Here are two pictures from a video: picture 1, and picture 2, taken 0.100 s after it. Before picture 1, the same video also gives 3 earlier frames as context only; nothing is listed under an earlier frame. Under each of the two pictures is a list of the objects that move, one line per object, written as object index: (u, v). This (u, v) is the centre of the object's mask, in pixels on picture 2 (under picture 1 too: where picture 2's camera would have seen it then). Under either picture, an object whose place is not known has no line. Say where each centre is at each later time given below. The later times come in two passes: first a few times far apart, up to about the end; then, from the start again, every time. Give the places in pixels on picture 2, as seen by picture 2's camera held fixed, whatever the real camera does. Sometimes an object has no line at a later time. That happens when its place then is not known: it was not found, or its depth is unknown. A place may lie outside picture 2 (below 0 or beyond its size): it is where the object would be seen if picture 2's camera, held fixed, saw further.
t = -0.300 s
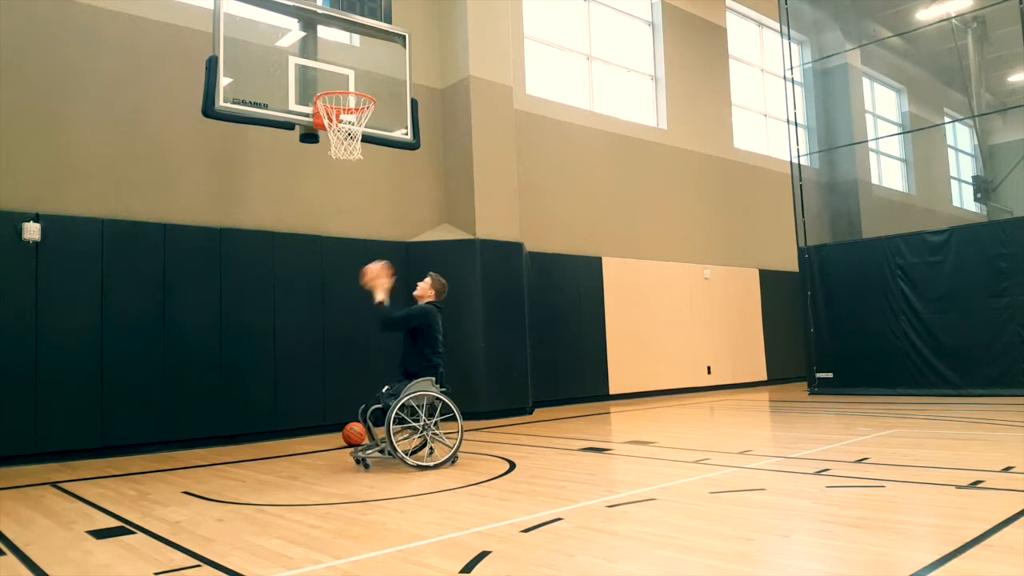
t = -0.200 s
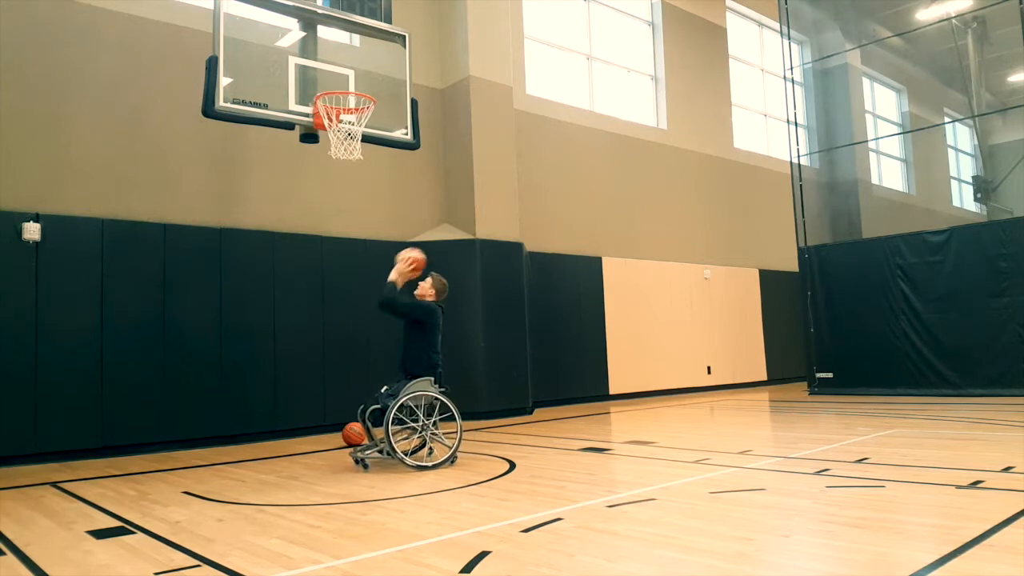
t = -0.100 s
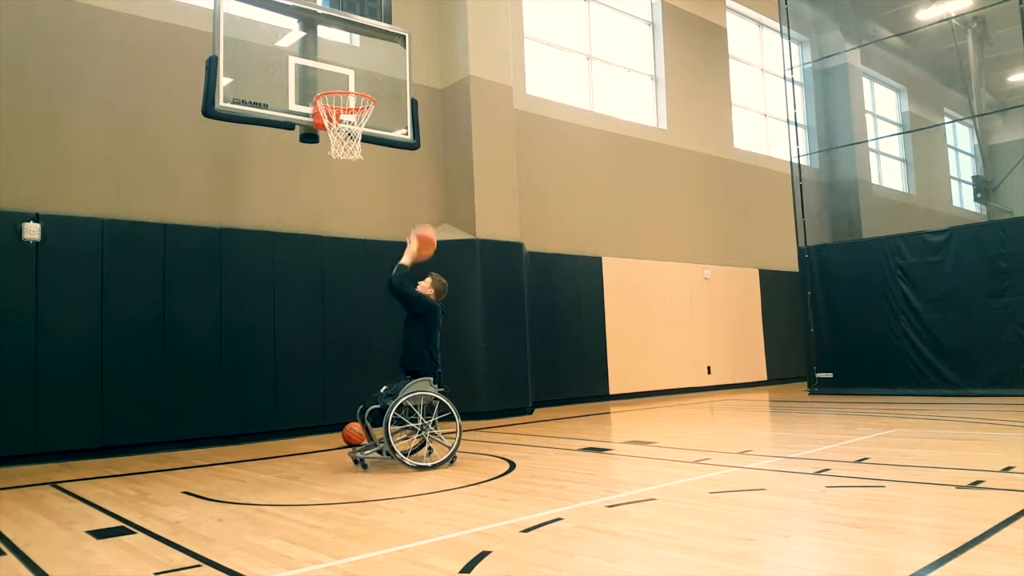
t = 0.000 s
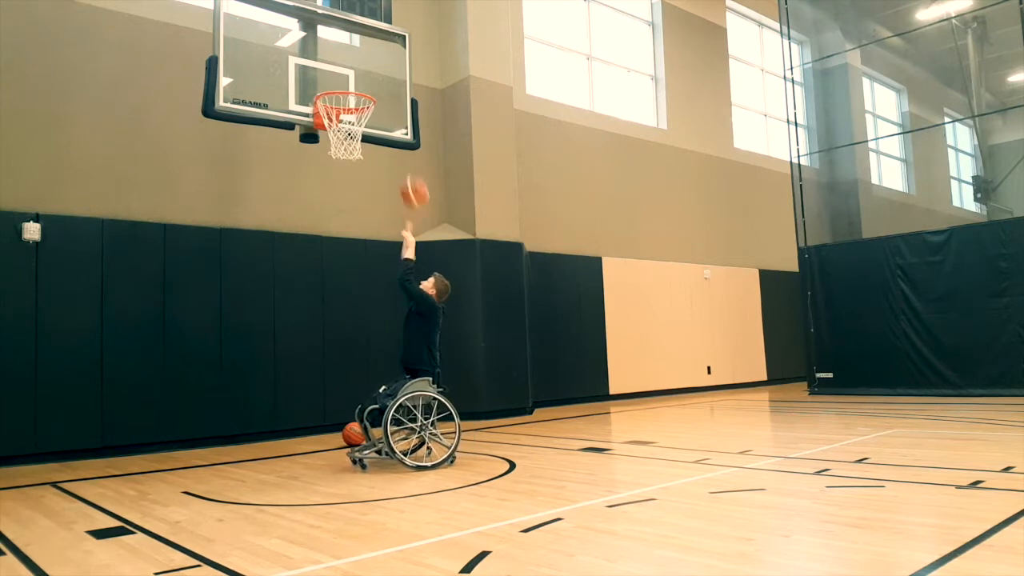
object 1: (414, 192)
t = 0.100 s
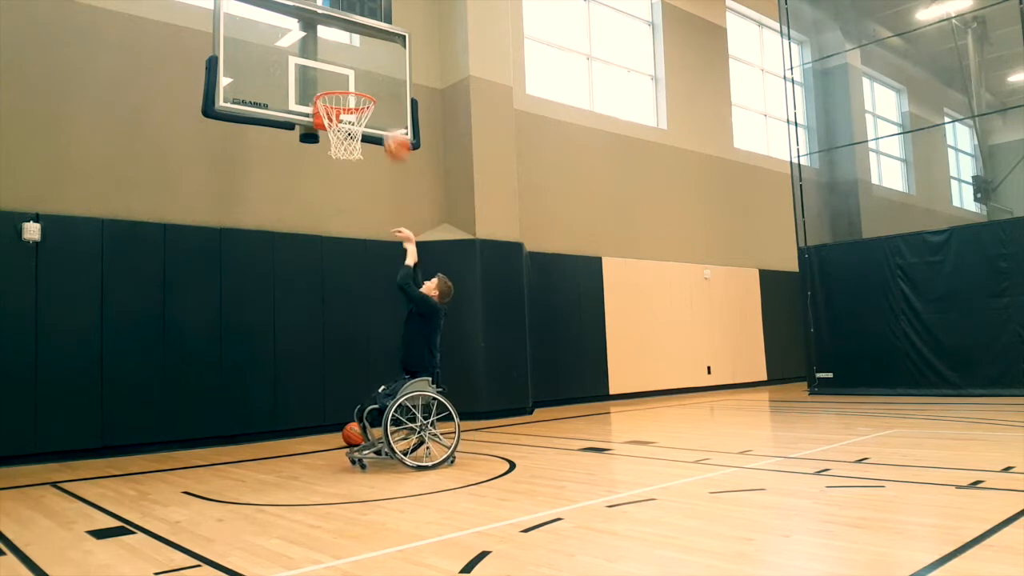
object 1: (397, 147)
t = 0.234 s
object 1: (377, 95)
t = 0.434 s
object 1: (351, 63)
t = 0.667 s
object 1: (343, 81)
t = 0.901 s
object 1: (341, 150)
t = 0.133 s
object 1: (391, 130)
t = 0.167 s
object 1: (385, 117)
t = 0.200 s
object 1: (382, 107)
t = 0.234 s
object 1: (377, 95)
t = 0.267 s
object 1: (370, 86)
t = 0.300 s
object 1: (363, 80)
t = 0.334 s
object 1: (356, 73)
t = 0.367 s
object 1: (353, 70)
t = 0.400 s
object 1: (352, 65)
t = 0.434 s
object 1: (351, 63)
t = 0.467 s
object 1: (349, 62)
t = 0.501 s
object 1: (349, 63)
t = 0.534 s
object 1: (347, 64)
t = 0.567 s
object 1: (346, 66)
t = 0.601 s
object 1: (345, 70)
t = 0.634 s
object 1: (344, 75)
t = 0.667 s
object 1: (343, 81)
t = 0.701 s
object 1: (342, 90)
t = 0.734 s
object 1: (340, 98)
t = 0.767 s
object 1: (341, 109)
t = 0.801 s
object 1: (340, 121)
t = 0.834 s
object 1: (338, 131)
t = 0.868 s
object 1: (340, 143)
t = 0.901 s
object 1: (341, 150)
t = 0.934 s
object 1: (343, 162)
